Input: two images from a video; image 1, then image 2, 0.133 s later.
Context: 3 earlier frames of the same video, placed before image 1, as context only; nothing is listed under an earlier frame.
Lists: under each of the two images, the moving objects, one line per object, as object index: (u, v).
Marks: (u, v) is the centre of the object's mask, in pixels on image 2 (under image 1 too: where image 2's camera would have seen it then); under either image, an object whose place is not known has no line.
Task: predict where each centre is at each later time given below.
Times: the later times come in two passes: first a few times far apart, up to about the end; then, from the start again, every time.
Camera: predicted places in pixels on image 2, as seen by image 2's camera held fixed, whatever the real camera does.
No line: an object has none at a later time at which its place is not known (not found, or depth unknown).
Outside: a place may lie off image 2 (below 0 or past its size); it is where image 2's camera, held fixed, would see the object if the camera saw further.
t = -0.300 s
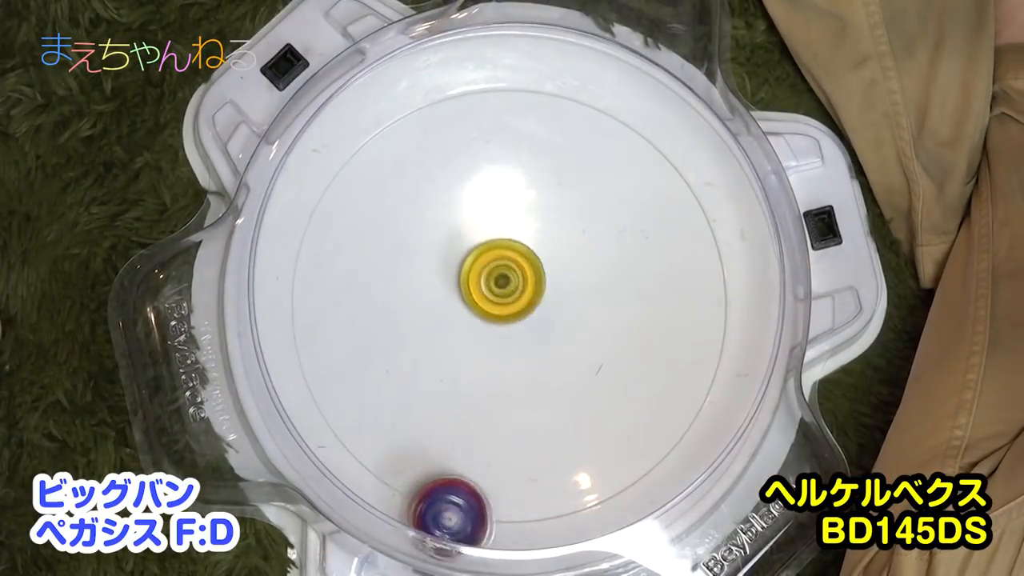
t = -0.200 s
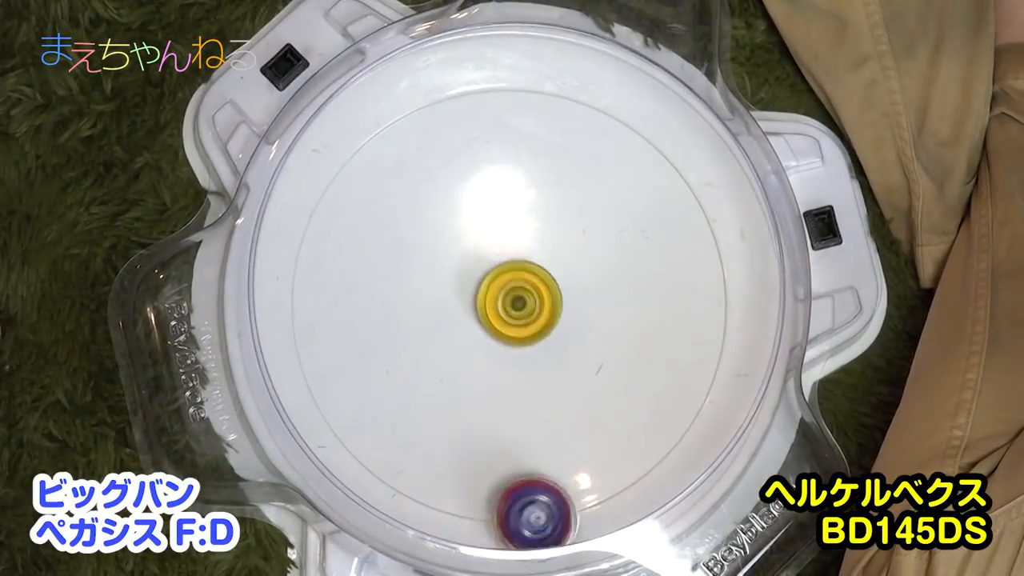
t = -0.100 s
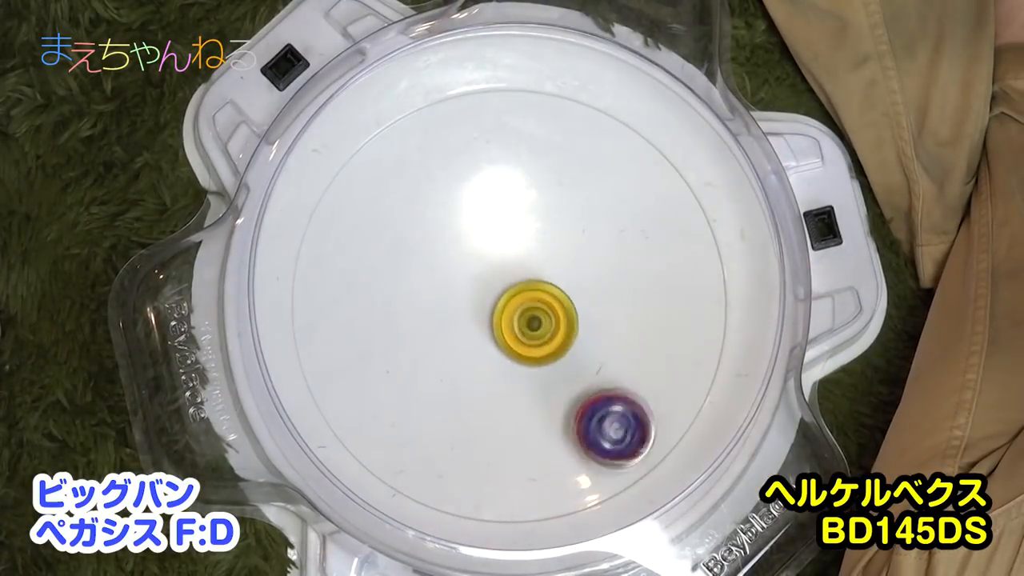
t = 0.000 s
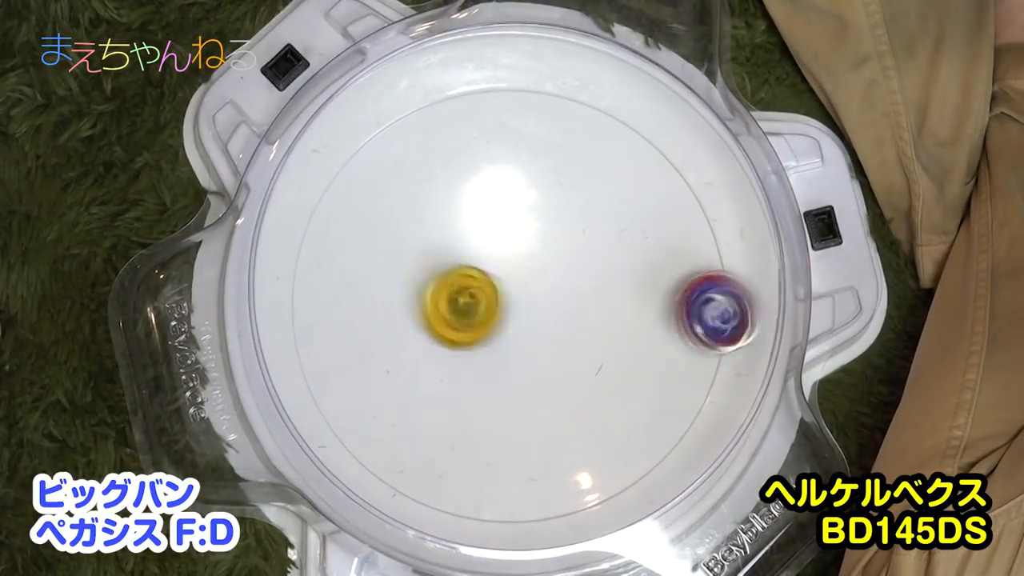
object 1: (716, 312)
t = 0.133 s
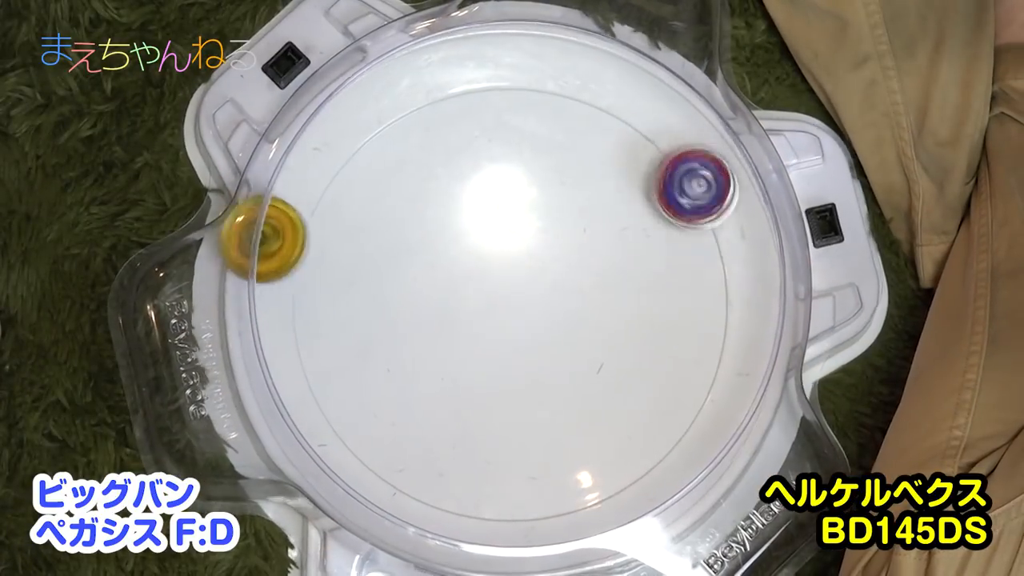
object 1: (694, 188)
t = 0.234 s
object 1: (580, 110)
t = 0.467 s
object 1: (307, 254)
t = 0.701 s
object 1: (597, 477)
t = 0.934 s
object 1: (641, 236)
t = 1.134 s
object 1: (455, 134)
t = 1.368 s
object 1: (317, 303)
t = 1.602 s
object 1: (534, 401)
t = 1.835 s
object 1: (621, 199)
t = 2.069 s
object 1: (429, 158)
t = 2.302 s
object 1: (439, 361)
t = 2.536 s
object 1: (594, 313)
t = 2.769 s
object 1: (484, 198)
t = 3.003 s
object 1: (455, 370)
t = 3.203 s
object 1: (612, 361)
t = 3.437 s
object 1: (569, 194)
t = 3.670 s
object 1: (429, 223)
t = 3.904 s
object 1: (531, 321)
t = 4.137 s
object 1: (609, 211)
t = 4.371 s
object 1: (477, 264)
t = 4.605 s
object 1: (544, 275)
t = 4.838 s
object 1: (576, 270)
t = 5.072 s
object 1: (591, 266)
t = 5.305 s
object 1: (567, 350)
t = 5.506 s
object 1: (574, 381)
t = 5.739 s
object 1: (536, 355)
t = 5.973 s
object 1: (543, 392)
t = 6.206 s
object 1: (541, 333)
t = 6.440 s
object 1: (511, 395)
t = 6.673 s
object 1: (555, 383)
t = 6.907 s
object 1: (479, 373)
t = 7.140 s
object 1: (452, 446)
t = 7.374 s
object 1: (486, 396)
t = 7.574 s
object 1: (484, 342)
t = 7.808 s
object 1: (499, 336)
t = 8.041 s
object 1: (515, 307)
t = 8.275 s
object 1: (501, 276)
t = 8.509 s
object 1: (526, 291)
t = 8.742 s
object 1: (546, 297)
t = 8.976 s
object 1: (551, 312)
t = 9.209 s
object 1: (554, 342)
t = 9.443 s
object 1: (566, 339)
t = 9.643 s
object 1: (570, 321)
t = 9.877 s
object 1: (564, 289)
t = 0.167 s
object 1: (662, 157)
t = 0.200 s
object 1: (623, 131)
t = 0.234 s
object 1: (580, 110)
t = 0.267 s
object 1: (536, 95)
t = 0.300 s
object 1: (491, 93)
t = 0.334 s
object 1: (444, 105)
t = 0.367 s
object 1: (401, 123)
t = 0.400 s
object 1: (363, 150)
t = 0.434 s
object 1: (331, 190)
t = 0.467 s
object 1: (307, 254)
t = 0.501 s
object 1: (309, 336)
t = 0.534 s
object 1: (342, 415)
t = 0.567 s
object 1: (404, 473)
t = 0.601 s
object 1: (466, 500)
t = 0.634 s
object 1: (506, 506)
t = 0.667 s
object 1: (552, 499)
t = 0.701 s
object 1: (597, 477)
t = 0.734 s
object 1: (630, 451)
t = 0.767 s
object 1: (652, 416)
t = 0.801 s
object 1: (666, 381)
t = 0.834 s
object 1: (670, 344)
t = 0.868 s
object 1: (670, 306)
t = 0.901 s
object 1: (661, 267)
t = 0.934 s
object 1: (641, 236)
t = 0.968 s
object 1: (612, 214)
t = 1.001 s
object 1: (584, 193)
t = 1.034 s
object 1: (553, 168)
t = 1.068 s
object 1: (521, 148)
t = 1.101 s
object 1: (488, 137)
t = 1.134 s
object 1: (455, 134)
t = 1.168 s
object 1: (421, 139)
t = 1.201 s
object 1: (387, 149)
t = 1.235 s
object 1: (358, 167)
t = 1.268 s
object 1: (334, 194)
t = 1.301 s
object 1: (316, 230)
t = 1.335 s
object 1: (311, 267)
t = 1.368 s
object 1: (317, 303)
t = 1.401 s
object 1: (332, 337)
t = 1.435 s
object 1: (355, 366)
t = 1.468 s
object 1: (387, 389)
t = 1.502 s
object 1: (422, 405)
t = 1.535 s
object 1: (460, 413)
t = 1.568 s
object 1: (497, 411)
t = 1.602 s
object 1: (534, 401)
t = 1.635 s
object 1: (565, 382)
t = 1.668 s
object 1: (591, 358)
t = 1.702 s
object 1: (613, 330)
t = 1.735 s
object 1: (627, 298)
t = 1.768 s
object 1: (633, 265)
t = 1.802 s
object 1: (632, 230)
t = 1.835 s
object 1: (621, 199)
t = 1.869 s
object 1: (604, 171)
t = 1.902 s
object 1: (580, 149)
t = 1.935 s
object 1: (552, 134)
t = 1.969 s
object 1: (521, 127)
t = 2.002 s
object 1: (488, 127)
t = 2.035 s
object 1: (457, 138)
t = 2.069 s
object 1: (429, 158)
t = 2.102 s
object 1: (408, 187)
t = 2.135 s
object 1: (395, 220)
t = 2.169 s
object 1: (392, 255)
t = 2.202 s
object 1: (396, 291)
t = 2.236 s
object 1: (410, 325)
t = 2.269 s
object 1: (431, 354)
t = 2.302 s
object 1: (439, 361)
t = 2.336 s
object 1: (451, 367)
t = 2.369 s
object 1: (473, 372)
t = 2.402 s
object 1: (498, 374)
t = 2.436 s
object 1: (528, 371)
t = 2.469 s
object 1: (556, 359)
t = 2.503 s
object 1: (578, 338)
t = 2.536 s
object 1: (594, 313)
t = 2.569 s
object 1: (600, 283)
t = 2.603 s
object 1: (595, 256)
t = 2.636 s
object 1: (582, 232)
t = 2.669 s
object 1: (564, 213)
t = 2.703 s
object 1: (540, 200)
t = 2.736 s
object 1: (514, 194)
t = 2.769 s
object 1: (484, 198)
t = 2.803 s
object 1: (458, 212)
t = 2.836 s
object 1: (437, 232)
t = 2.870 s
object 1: (424, 259)
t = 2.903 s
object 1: (418, 289)
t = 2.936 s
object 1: (422, 319)
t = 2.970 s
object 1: (434, 347)
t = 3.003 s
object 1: (455, 370)
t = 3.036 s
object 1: (478, 387)
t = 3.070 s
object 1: (508, 397)
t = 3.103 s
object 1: (536, 399)
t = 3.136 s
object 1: (566, 393)
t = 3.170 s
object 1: (590, 380)
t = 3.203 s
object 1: (612, 361)
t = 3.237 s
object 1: (627, 336)
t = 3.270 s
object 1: (636, 309)
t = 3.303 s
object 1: (636, 282)
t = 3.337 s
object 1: (628, 254)
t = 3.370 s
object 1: (613, 229)
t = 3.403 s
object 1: (593, 209)
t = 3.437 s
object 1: (569, 194)
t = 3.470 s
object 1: (558, 174)
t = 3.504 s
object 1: (540, 163)
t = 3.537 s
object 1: (515, 160)
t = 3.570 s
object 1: (489, 164)
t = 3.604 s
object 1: (464, 176)
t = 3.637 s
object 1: (442, 197)
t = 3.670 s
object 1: (429, 223)
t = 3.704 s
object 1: (422, 251)
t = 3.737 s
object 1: (434, 262)
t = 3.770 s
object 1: (446, 277)
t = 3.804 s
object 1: (461, 294)
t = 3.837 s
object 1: (481, 309)
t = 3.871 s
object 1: (506, 318)
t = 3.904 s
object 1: (531, 321)
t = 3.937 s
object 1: (557, 318)
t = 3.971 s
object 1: (581, 309)
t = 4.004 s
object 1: (600, 295)
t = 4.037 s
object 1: (613, 276)
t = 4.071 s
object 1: (619, 254)
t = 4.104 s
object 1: (619, 232)
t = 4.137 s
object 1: (609, 211)
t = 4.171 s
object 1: (592, 196)
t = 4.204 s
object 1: (569, 188)
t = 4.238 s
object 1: (545, 188)
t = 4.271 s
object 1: (520, 198)
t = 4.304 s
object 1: (500, 214)
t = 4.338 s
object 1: (486, 237)
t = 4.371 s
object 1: (477, 264)
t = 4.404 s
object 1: (483, 273)
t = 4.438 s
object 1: (495, 262)
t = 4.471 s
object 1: (505, 258)
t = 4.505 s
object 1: (516, 260)
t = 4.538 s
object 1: (524, 266)
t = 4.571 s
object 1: (535, 272)
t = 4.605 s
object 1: (544, 275)
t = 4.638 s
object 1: (551, 276)
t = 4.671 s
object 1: (558, 277)
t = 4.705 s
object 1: (565, 274)
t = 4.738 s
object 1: (570, 272)
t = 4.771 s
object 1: (574, 270)
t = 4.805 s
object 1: (576, 268)
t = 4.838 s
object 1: (576, 270)
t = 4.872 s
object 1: (574, 272)
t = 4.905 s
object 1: (573, 271)
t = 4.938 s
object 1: (584, 262)
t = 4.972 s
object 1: (591, 255)
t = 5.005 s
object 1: (595, 252)
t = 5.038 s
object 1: (595, 257)
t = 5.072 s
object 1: (591, 266)
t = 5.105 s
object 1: (587, 275)
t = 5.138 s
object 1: (579, 286)
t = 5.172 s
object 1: (574, 297)
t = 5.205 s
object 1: (569, 309)
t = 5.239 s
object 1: (566, 323)
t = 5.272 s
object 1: (565, 337)
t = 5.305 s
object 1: (567, 350)
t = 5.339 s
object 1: (571, 361)
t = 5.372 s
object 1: (574, 369)
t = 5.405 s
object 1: (575, 375)
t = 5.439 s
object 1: (576, 380)
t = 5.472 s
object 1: (575, 381)
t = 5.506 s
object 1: (574, 381)
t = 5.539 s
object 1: (573, 380)
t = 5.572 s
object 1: (570, 376)
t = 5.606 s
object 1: (567, 372)
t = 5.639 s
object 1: (562, 368)
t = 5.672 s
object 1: (556, 362)
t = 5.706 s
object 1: (548, 359)
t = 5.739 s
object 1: (536, 355)
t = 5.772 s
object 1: (523, 354)
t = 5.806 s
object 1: (511, 354)
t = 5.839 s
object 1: (512, 367)
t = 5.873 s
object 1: (516, 379)
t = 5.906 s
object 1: (525, 388)
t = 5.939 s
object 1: (534, 392)
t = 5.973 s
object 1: (543, 392)
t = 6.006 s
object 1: (550, 390)
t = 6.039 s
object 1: (557, 385)
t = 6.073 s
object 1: (560, 378)
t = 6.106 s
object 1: (560, 368)
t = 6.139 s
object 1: (557, 356)
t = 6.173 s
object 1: (550, 344)
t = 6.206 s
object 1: (541, 333)
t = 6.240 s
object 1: (531, 323)
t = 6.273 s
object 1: (519, 321)
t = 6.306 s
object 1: (513, 338)
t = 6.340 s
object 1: (508, 353)
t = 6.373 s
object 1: (506, 368)
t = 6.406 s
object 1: (507, 382)
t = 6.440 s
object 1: (511, 395)
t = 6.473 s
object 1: (517, 406)
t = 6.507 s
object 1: (526, 414)
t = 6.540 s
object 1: (535, 416)
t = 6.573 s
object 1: (543, 414)
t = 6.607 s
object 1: (551, 408)
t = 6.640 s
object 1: (554, 397)
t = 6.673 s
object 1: (555, 383)
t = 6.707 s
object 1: (552, 369)
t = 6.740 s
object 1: (545, 356)
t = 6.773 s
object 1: (536, 343)
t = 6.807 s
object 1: (525, 332)
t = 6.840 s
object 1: (505, 347)
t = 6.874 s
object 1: (490, 361)
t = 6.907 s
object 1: (479, 373)
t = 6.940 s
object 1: (471, 385)
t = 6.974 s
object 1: (464, 396)
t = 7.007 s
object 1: (459, 407)
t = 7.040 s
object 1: (453, 418)
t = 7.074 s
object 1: (450, 430)
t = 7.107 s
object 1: (450, 440)
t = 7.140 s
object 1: (452, 446)
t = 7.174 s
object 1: (456, 450)
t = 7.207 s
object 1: (462, 450)
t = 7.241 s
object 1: (469, 446)
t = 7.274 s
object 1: (473, 437)
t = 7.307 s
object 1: (479, 426)
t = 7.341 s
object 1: (483, 411)
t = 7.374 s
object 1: (486, 396)
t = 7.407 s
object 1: (489, 381)
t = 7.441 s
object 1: (489, 367)
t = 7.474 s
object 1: (487, 359)
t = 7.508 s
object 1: (486, 354)
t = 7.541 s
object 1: (485, 348)
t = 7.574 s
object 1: (484, 342)
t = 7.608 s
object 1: (484, 340)
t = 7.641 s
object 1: (483, 336)
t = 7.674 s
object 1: (484, 334)
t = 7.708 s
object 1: (485, 329)
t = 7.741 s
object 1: (490, 334)
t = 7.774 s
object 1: (495, 335)
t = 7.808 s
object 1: (499, 336)
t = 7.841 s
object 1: (502, 335)
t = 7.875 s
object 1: (507, 334)
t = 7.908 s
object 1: (510, 330)
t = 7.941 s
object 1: (514, 326)
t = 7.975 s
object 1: (515, 320)
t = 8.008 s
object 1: (516, 313)
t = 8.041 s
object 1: (515, 307)
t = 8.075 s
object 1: (514, 300)
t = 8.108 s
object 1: (512, 294)
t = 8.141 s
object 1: (510, 289)
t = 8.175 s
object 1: (507, 283)
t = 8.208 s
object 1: (505, 280)
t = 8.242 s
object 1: (501, 275)
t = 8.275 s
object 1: (501, 276)
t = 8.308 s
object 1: (505, 278)
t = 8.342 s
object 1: (508, 279)
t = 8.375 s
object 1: (512, 282)
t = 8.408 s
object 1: (516, 283)
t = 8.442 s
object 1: (519, 286)
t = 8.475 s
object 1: (522, 288)
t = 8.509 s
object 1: (526, 291)
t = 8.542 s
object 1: (530, 292)
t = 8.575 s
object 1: (534, 293)
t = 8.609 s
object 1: (537, 293)
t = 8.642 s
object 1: (540, 293)
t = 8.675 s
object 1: (541, 293)
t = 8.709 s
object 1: (543, 293)
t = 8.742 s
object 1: (546, 297)
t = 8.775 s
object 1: (548, 301)
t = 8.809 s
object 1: (551, 305)
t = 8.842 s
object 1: (551, 306)
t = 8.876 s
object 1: (552, 308)
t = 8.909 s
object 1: (552, 310)
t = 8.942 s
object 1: (553, 311)
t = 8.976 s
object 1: (551, 312)
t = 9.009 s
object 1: (549, 314)
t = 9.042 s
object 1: (550, 318)
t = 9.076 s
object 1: (549, 321)
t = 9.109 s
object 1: (549, 325)
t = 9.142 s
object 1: (548, 328)
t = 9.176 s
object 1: (552, 335)
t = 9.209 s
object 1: (554, 342)
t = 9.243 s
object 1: (559, 346)
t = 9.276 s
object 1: (564, 348)
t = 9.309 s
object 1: (566, 349)
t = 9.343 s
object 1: (568, 349)
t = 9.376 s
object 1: (569, 347)
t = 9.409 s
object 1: (568, 343)
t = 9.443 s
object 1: (566, 339)
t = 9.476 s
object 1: (563, 335)
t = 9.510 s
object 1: (558, 331)
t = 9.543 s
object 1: (552, 325)
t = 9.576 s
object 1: (555, 324)
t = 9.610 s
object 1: (563, 324)
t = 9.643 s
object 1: (570, 321)
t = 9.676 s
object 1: (576, 318)
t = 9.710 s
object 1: (580, 313)
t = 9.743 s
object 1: (582, 306)
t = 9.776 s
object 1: (580, 300)
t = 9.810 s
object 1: (575, 296)
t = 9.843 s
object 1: (570, 290)
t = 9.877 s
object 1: (564, 289)
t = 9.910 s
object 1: (554, 288)
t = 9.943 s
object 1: (545, 287)
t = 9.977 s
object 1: (538, 288)
